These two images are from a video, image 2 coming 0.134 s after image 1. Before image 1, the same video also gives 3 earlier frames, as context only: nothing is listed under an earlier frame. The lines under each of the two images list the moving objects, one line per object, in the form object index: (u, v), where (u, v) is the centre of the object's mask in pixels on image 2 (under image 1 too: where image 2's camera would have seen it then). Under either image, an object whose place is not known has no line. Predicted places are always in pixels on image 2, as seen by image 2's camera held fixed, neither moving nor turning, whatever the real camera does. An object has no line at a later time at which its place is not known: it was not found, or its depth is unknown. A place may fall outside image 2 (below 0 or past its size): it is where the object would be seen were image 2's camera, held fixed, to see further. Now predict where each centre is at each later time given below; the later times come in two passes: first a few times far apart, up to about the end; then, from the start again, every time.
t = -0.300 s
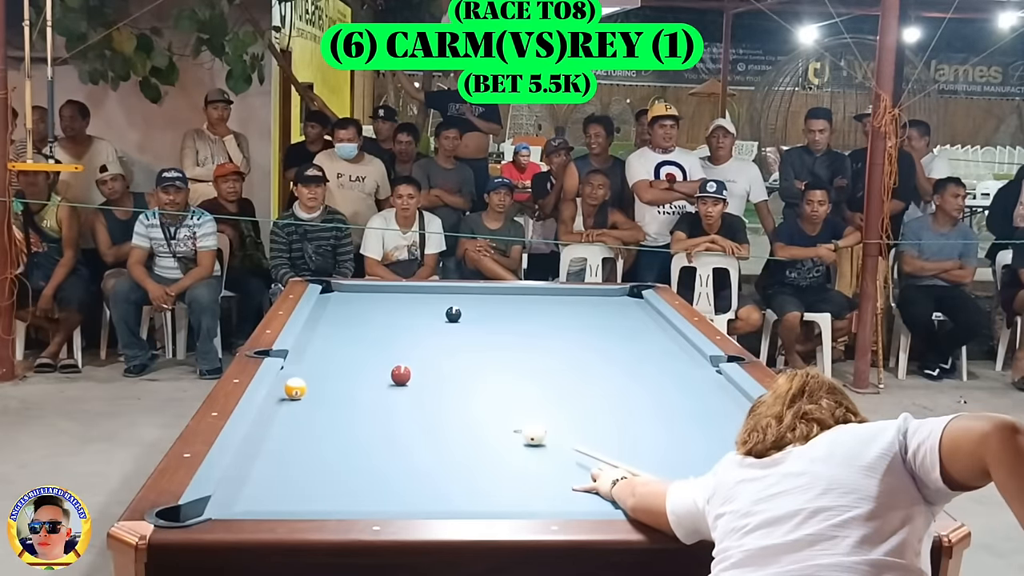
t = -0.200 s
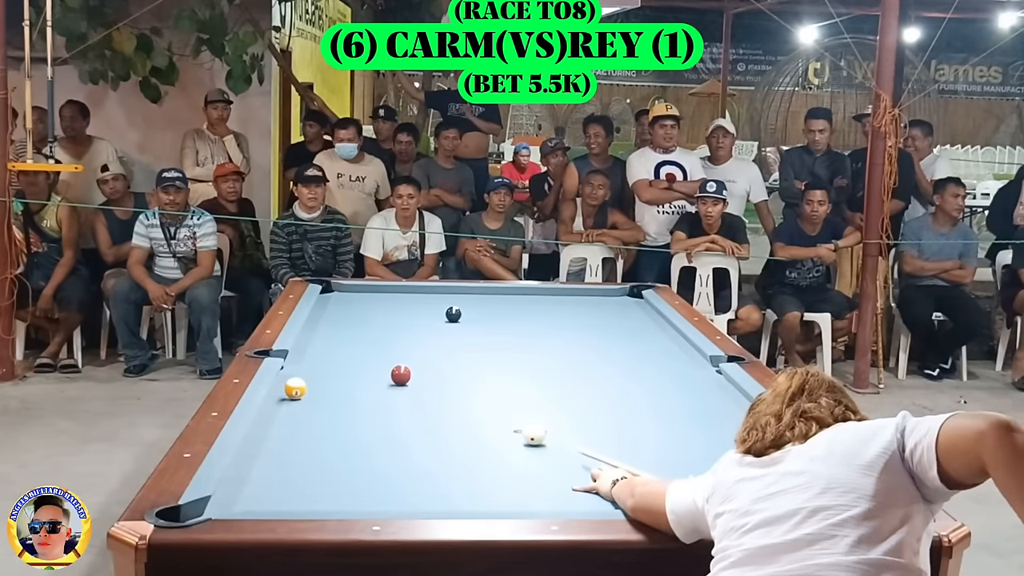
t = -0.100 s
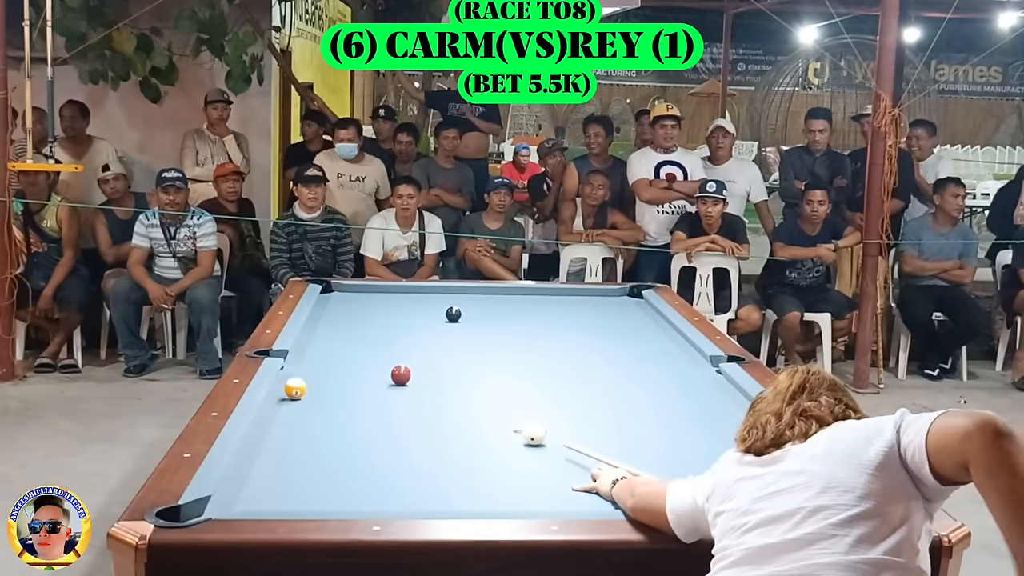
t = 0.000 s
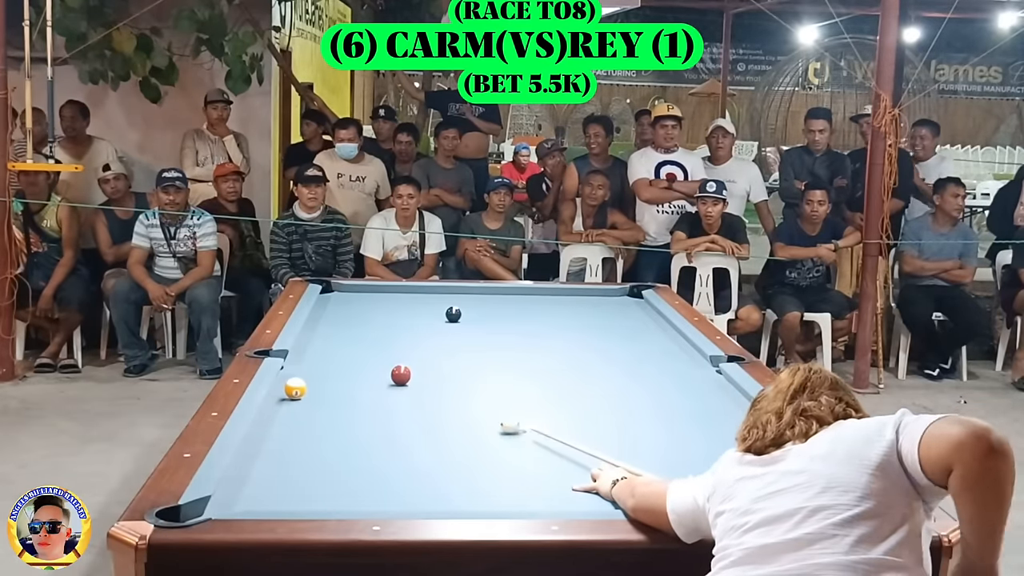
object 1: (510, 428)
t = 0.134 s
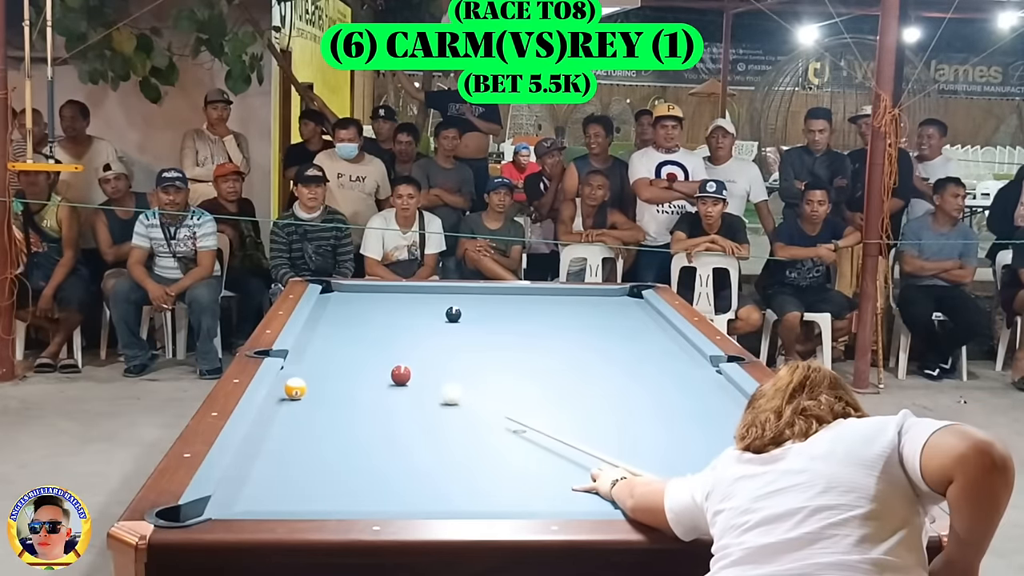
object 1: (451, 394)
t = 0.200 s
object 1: (428, 382)
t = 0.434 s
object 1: (438, 362)
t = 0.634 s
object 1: (445, 346)
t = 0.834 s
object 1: (451, 333)
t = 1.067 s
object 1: (457, 319)
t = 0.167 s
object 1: (439, 388)
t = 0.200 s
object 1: (428, 382)
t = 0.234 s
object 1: (418, 378)
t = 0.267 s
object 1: (423, 375)
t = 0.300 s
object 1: (428, 373)
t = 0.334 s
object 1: (431, 370)
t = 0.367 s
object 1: (434, 367)
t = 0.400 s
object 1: (436, 364)
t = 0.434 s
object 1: (438, 362)
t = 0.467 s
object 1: (439, 359)
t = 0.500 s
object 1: (440, 356)
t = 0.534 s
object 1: (441, 353)
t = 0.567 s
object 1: (442, 351)
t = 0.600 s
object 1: (443, 349)
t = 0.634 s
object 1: (445, 346)
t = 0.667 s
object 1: (445, 344)
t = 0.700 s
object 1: (447, 342)
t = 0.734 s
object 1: (448, 339)
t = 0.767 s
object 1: (449, 337)
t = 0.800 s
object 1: (450, 336)
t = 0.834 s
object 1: (451, 333)
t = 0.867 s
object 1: (451, 331)
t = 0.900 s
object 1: (452, 329)
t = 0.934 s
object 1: (453, 327)
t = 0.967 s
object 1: (454, 325)
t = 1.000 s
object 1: (455, 323)
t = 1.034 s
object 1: (456, 321)
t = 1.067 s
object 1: (457, 319)
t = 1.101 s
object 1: (458, 317)
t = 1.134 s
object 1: (461, 317)
